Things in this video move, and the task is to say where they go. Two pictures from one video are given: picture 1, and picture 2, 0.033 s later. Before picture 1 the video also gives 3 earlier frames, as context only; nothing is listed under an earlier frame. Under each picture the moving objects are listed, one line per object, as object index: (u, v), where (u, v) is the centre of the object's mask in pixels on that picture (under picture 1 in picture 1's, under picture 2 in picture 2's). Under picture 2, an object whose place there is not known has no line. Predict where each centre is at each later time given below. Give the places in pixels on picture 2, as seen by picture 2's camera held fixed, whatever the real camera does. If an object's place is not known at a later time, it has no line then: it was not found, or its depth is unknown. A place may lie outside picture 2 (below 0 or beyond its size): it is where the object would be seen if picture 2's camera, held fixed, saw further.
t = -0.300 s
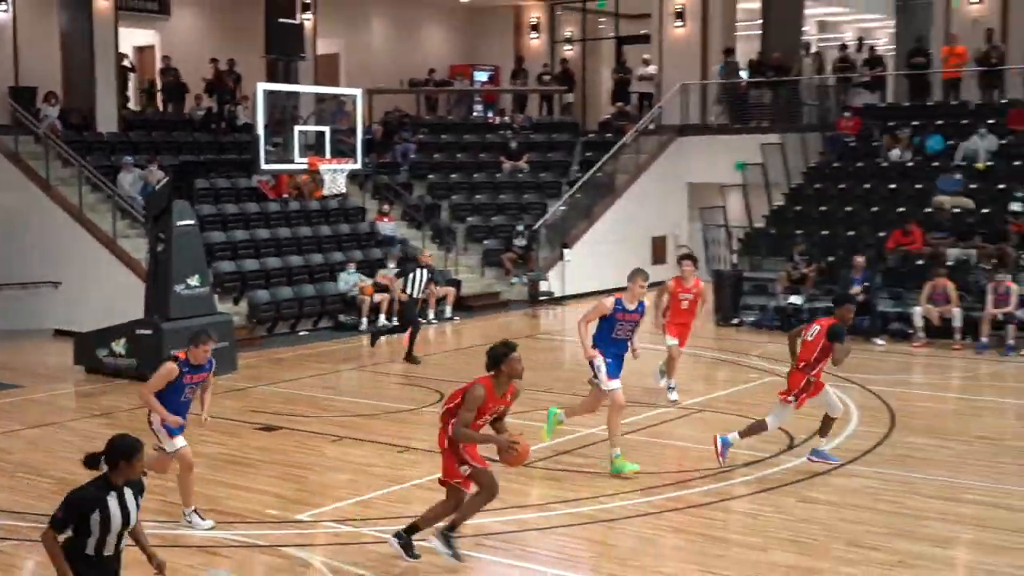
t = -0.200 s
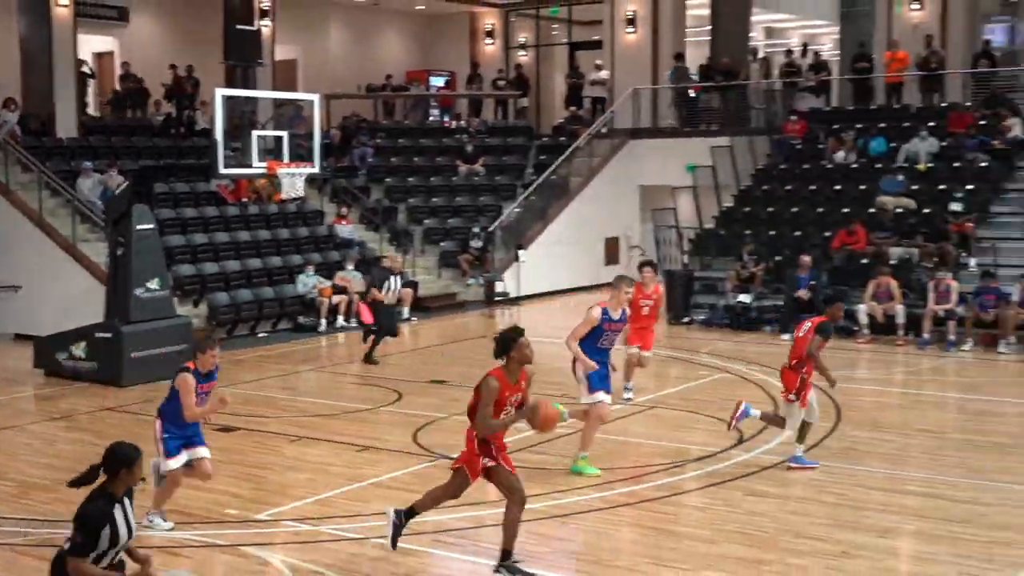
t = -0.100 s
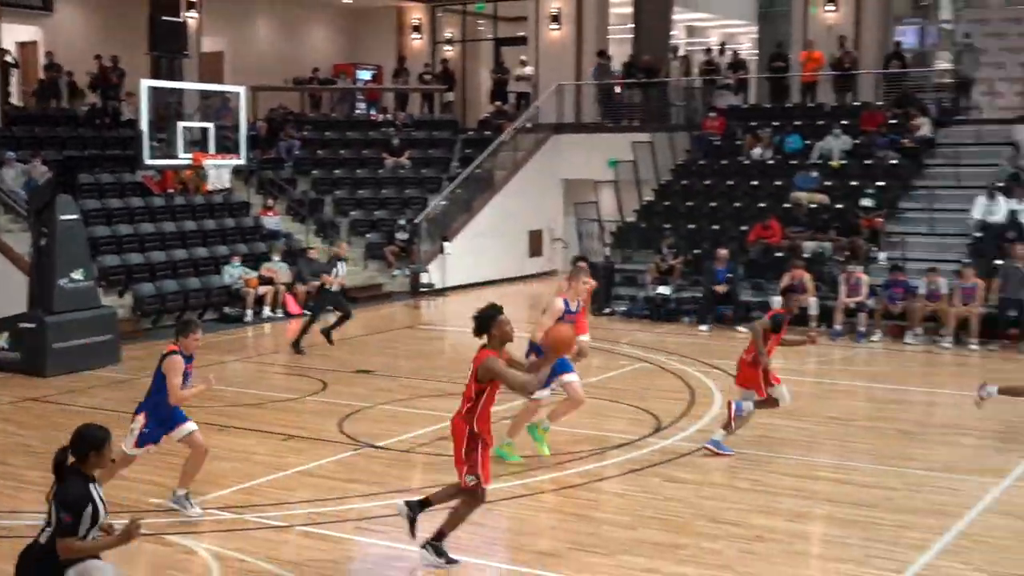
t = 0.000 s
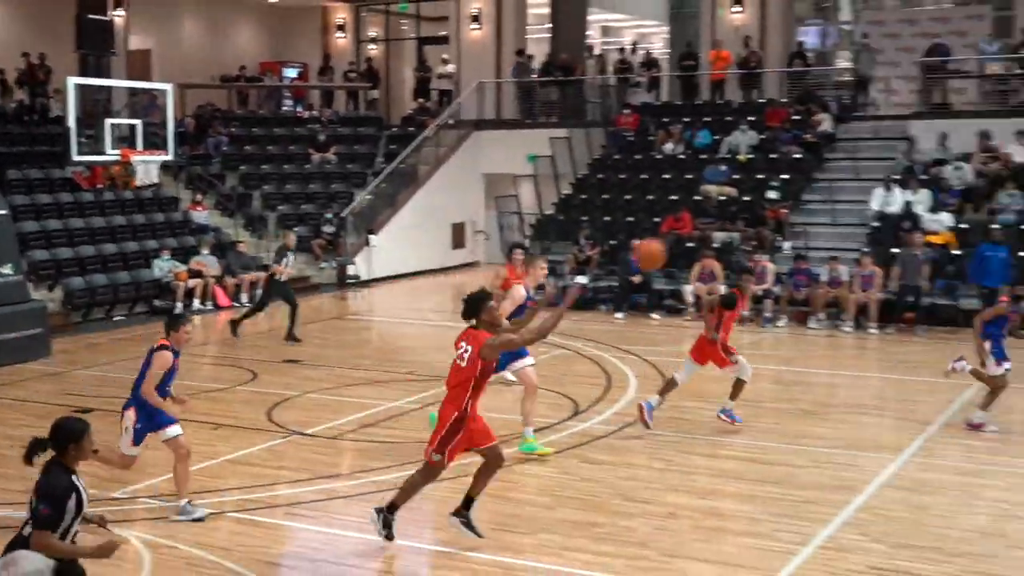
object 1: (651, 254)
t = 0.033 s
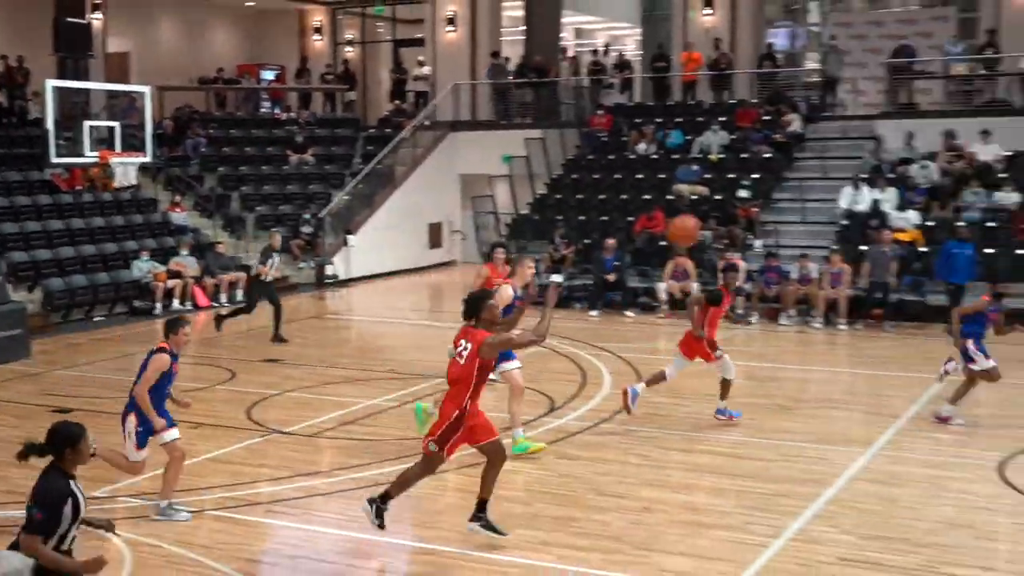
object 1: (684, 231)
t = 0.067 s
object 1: (744, 211)
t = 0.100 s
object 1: (807, 190)
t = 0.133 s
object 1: (870, 171)
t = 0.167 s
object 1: (932, 153)
